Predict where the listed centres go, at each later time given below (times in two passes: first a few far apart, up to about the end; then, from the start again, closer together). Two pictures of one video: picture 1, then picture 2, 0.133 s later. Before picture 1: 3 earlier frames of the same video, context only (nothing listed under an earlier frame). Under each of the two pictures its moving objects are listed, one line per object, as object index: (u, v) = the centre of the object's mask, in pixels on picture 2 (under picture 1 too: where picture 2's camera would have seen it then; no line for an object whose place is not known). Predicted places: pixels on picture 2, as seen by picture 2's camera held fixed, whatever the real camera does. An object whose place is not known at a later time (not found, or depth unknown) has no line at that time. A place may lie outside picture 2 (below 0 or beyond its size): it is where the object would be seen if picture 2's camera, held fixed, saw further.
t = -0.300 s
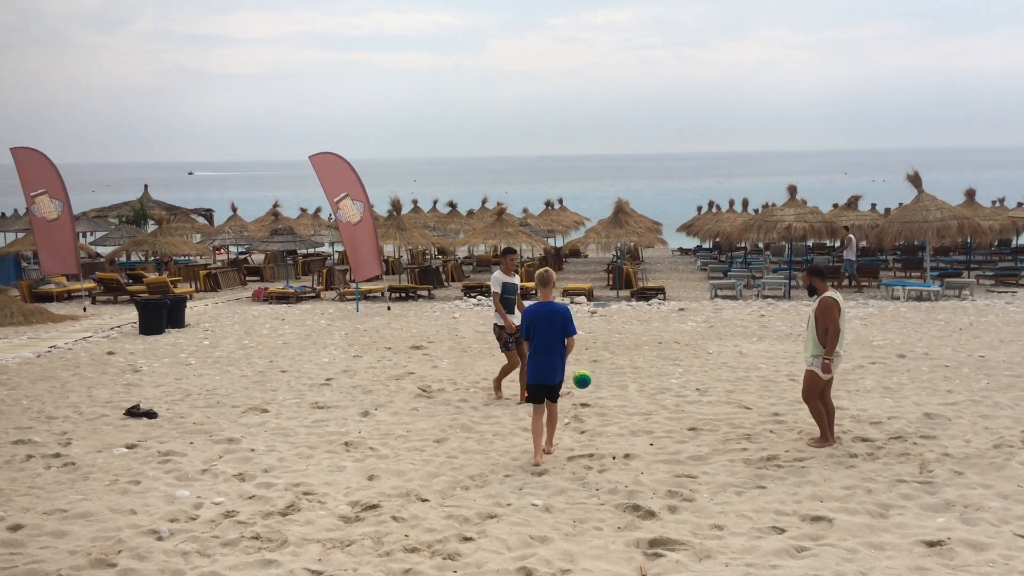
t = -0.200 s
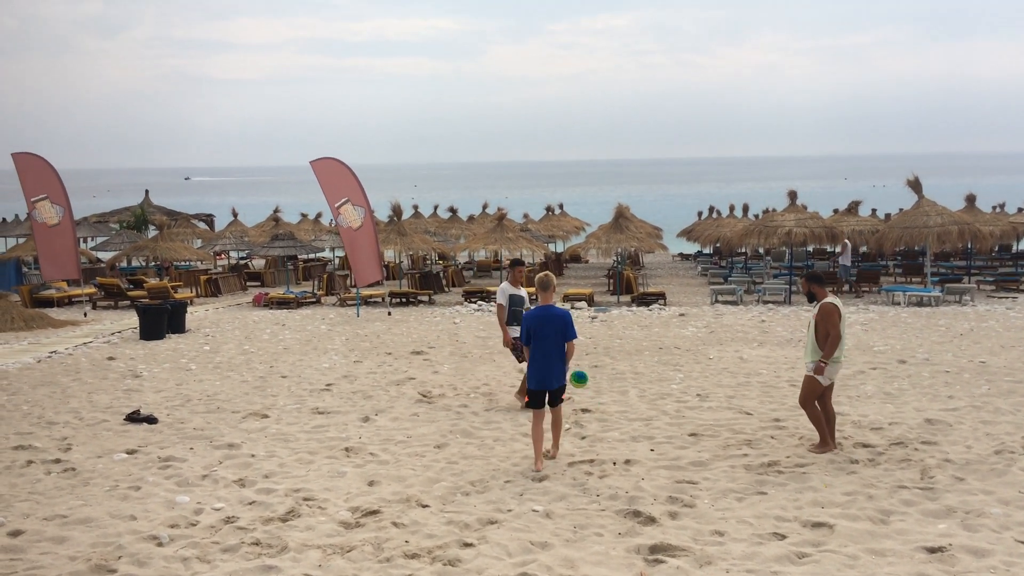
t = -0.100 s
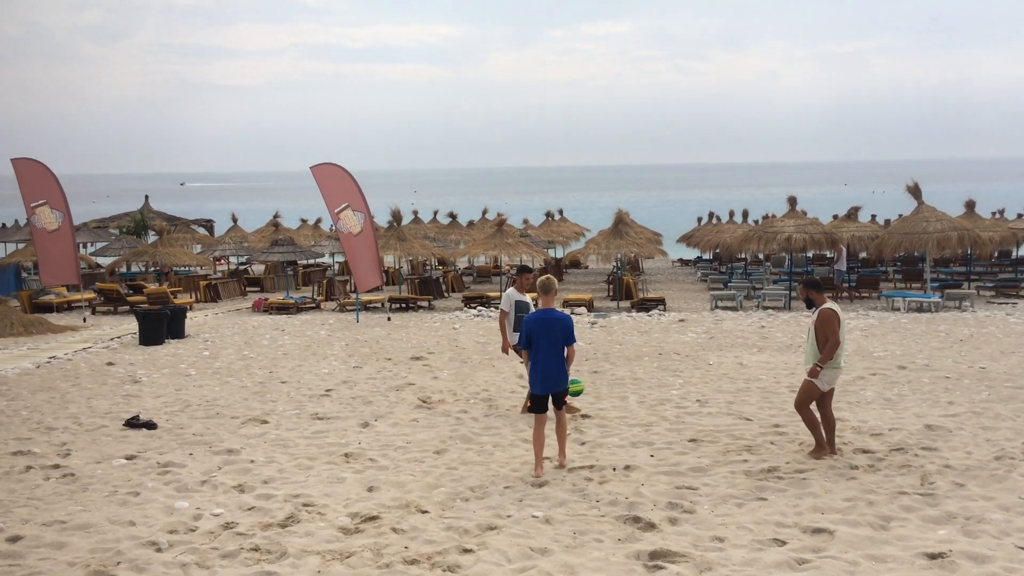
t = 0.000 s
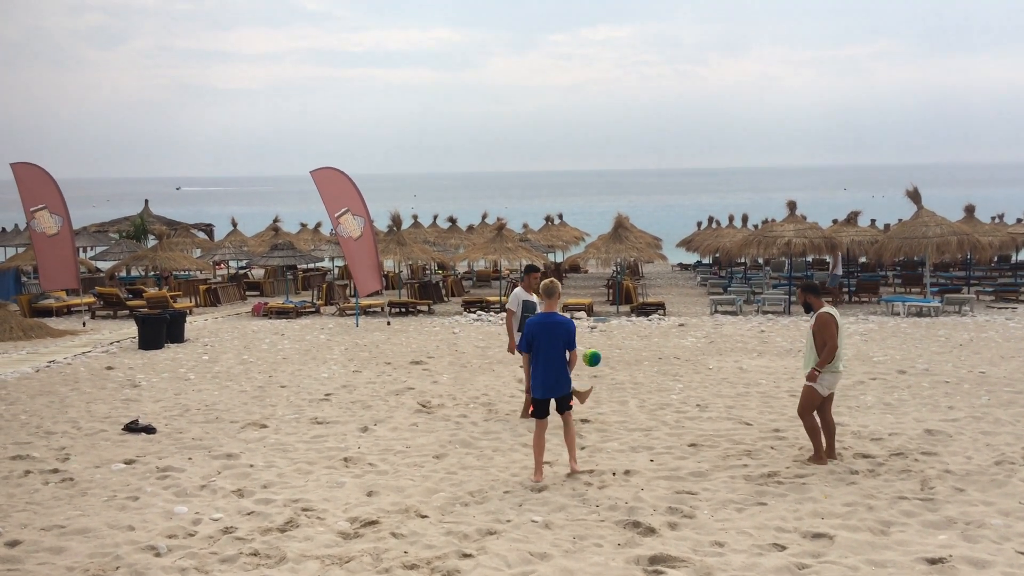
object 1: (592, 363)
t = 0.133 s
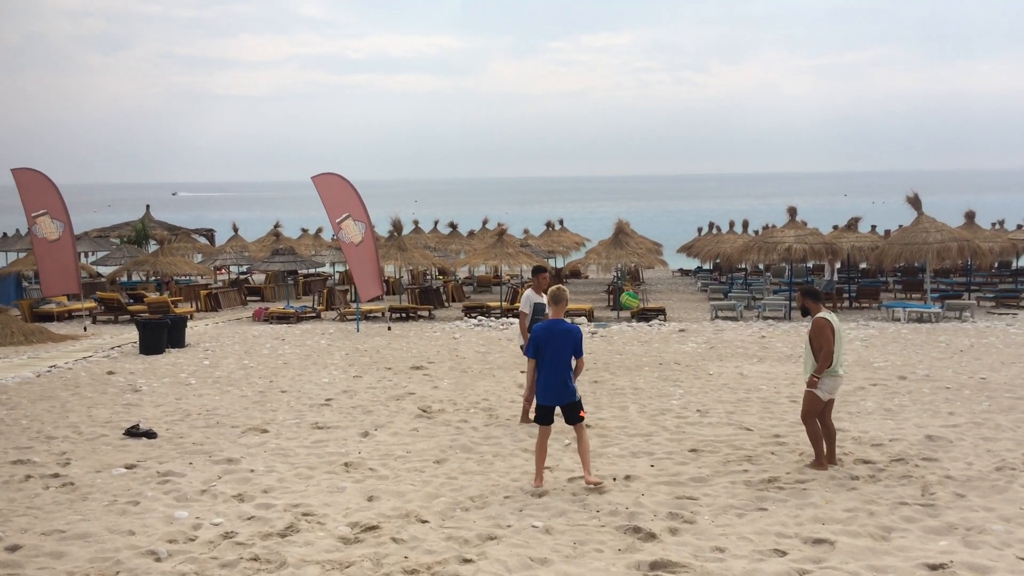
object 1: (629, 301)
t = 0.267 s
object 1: (668, 252)
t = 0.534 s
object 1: (745, 205)
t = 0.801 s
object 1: (826, 228)
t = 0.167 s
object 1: (639, 287)
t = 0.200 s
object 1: (648, 275)
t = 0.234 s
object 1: (658, 263)
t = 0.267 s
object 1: (668, 252)
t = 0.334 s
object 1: (687, 234)
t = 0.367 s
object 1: (696, 227)
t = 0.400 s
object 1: (706, 220)
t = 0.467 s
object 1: (725, 210)
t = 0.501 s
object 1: (735, 207)
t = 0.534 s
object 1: (745, 205)
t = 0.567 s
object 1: (755, 205)
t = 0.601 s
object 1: (765, 205)
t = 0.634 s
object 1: (775, 206)
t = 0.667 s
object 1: (785, 208)
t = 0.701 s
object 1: (795, 211)
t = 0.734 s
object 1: (805, 216)
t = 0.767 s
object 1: (816, 222)
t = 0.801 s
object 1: (826, 228)
